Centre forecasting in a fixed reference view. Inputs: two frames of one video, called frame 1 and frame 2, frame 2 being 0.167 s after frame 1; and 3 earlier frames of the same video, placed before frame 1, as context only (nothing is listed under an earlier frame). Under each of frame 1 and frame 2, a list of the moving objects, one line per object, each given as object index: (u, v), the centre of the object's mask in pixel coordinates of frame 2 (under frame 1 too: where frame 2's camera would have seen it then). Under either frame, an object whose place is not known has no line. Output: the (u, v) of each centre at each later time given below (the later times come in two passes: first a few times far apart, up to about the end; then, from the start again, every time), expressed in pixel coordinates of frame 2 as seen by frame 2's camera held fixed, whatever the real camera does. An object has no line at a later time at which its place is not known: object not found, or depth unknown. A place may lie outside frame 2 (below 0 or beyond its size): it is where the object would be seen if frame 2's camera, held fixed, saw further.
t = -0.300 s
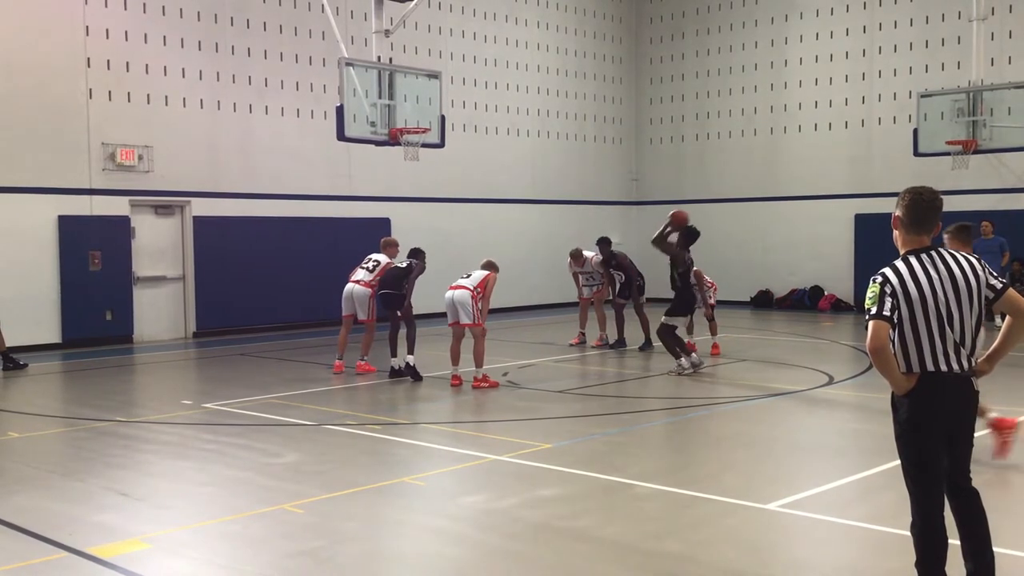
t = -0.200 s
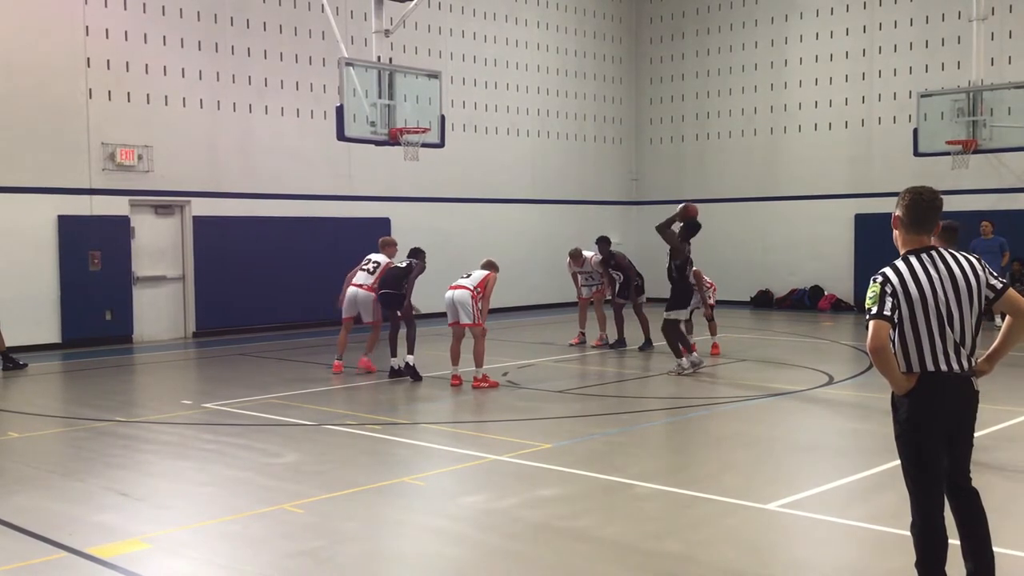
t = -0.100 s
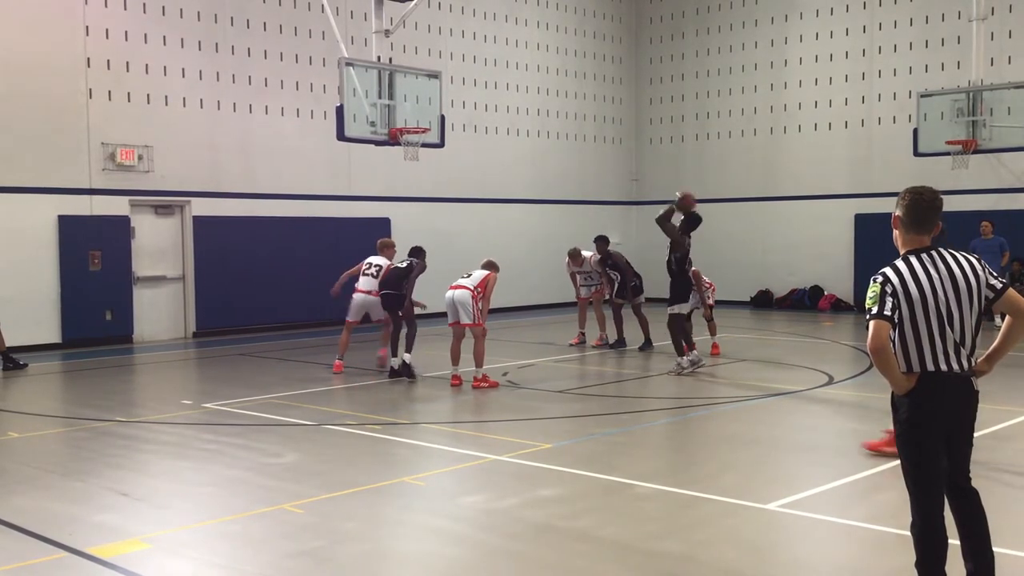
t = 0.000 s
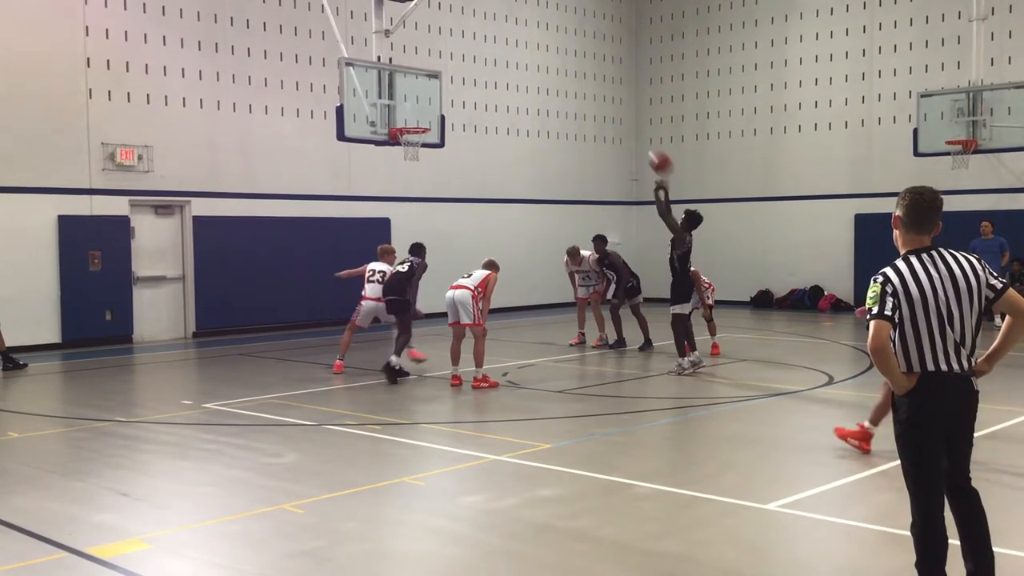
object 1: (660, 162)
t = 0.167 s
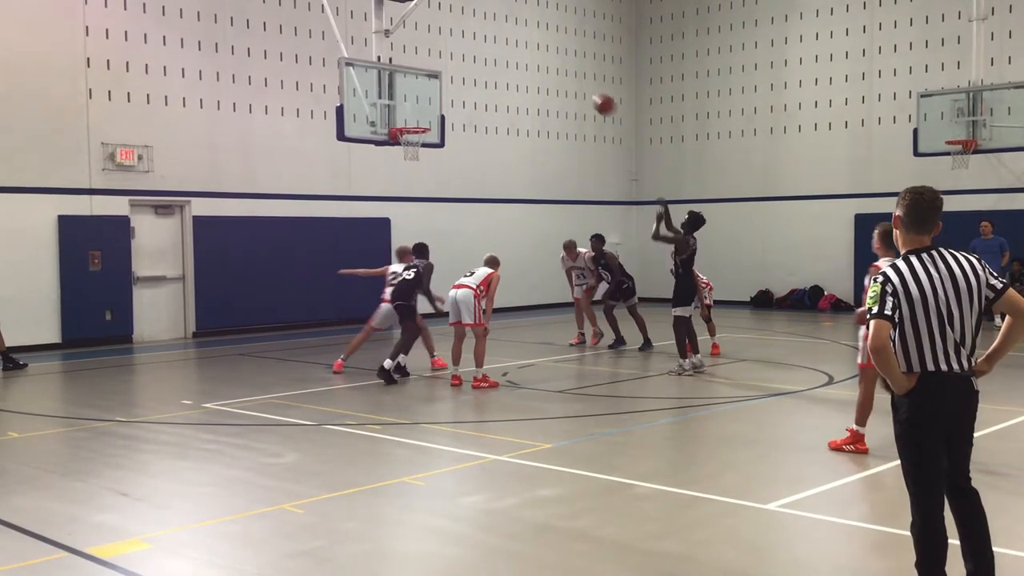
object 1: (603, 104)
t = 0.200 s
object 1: (593, 95)
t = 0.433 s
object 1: (523, 65)
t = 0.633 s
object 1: (469, 74)
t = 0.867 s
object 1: (412, 120)
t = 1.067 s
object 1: (422, 139)
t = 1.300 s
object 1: (406, 159)
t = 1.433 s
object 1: (398, 184)
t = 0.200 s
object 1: (593, 95)
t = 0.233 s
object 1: (582, 88)
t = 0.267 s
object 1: (572, 82)
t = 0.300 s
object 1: (562, 76)
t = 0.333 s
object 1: (552, 72)
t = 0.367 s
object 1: (541, 69)
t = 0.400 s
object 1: (531, 67)
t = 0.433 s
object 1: (523, 65)
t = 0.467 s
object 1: (513, 65)
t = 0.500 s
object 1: (504, 65)
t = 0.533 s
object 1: (495, 66)
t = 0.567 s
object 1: (486, 68)
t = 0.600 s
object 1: (477, 70)
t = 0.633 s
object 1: (469, 74)
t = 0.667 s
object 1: (460, 78)
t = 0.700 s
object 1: (452, 83)
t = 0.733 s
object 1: (444, 89)
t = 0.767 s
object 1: (436, 96)
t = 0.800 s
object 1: (427, 103)
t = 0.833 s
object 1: (420, 110)
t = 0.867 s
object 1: (412, 120)
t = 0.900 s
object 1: (405, 126)
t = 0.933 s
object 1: (412, 133)
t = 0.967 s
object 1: (415, 139)
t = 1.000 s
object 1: (426, 138)
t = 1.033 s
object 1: (424, 139)
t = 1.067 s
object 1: (422, 139)
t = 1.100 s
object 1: (419, 141)
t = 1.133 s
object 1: (416, 142)
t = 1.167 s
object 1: (414, 144)
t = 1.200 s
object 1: (412, 147)
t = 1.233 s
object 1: (411, 150)
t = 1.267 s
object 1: (408, 154)
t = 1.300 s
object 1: (406, 159)
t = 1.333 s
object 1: (404, 164)
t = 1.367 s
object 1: (402, 170)
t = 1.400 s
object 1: (400, 177)
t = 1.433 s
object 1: (398, 184)
